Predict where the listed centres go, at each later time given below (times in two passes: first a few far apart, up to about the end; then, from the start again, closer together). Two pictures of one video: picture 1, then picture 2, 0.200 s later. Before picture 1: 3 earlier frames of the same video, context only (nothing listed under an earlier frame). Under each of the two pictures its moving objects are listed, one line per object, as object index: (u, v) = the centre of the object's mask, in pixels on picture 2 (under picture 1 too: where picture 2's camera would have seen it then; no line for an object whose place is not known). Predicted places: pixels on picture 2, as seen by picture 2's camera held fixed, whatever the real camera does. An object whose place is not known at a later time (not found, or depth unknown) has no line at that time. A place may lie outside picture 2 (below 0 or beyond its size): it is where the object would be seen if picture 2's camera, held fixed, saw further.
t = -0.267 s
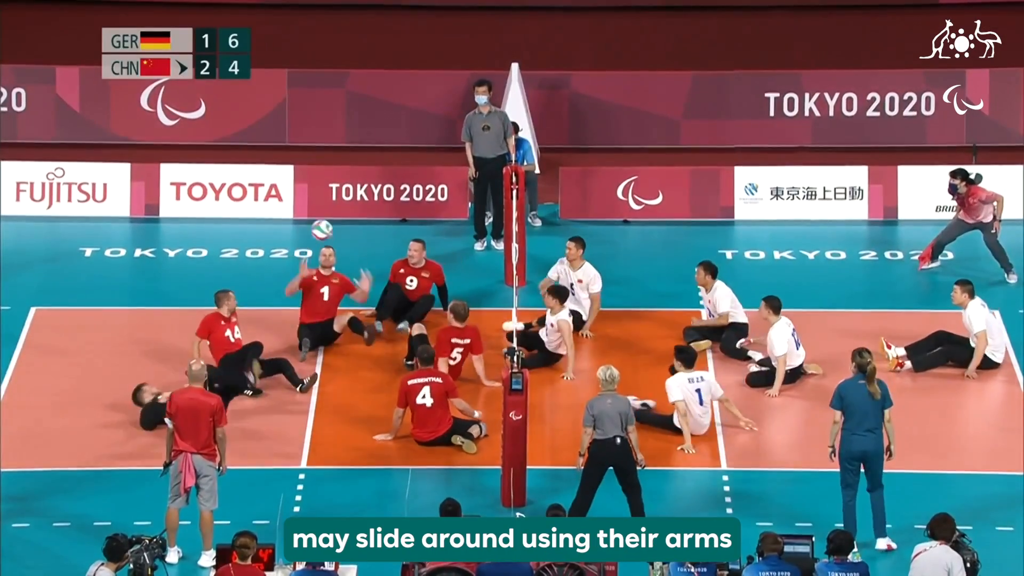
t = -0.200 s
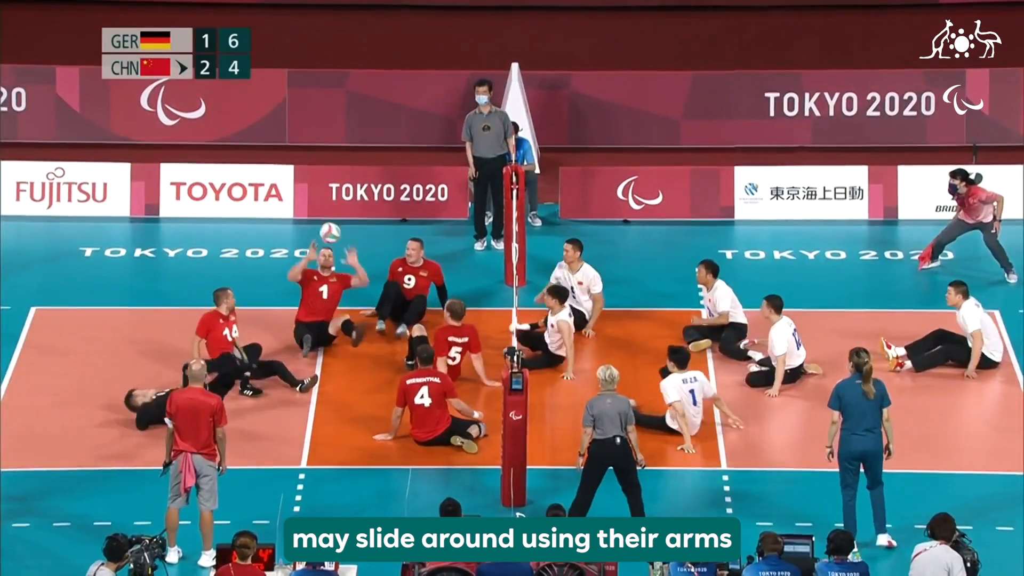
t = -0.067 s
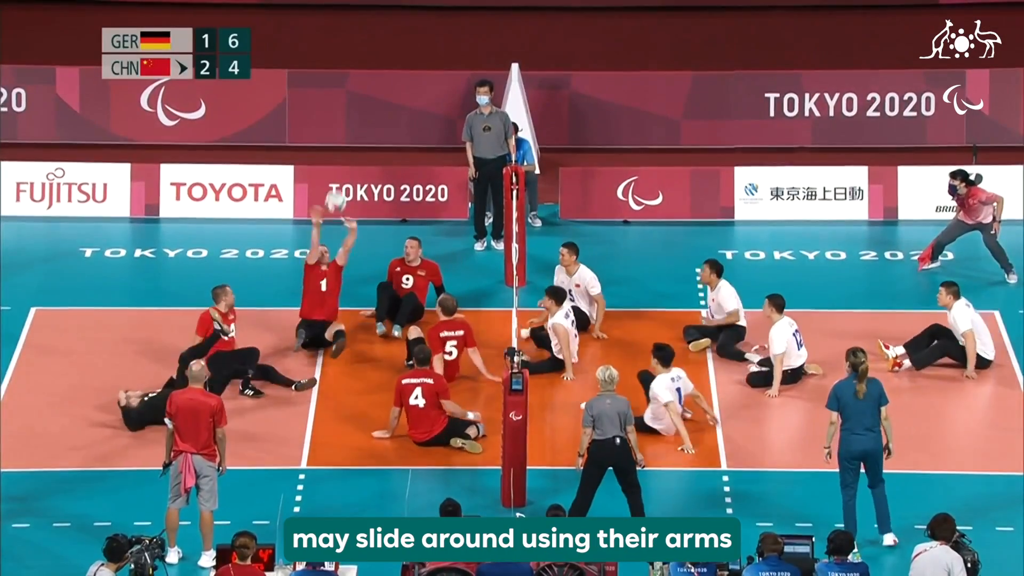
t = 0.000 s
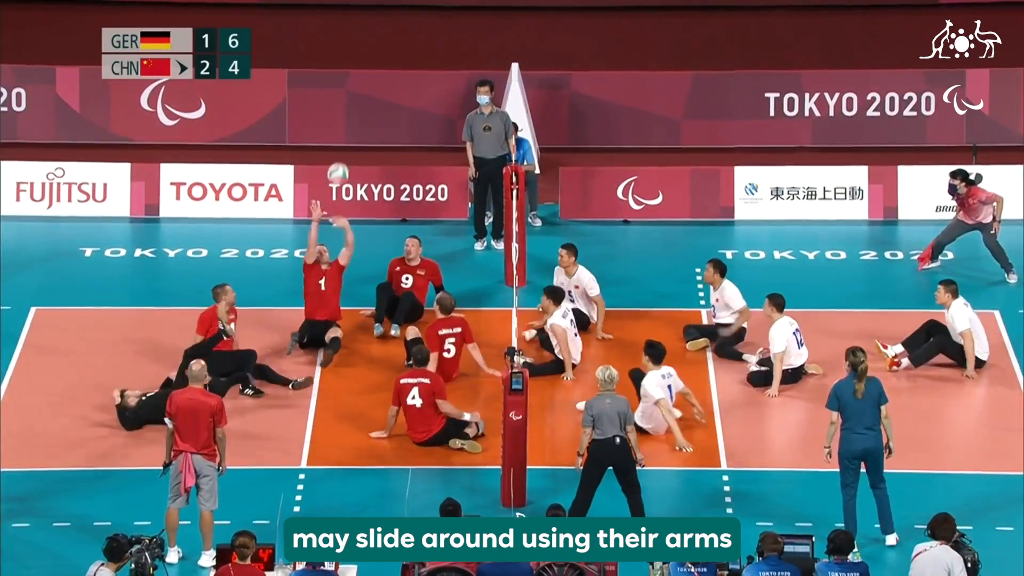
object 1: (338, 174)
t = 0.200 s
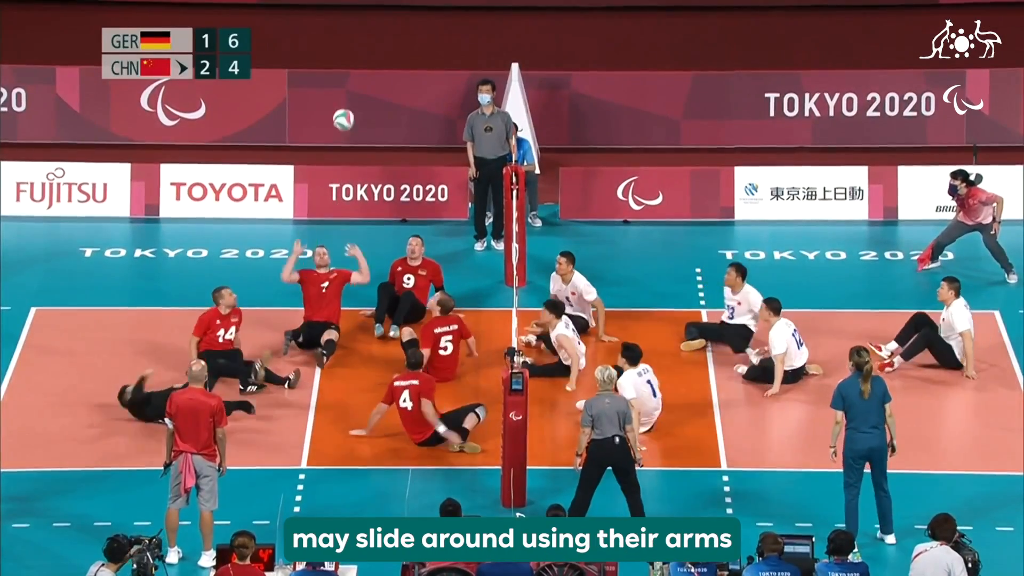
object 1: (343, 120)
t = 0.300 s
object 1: (346, 106)
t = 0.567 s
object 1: (353, 120)
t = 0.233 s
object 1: (344, 114)
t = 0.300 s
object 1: (346, 106)
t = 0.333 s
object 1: (347, 104)
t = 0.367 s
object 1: (347, 103)
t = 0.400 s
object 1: (348, 103)
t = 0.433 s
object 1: (349, 104)
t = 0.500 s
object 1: (351, 110)
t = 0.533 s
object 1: (352, 115)
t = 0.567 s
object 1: (353, 120)
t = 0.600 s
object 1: (354, 127)
